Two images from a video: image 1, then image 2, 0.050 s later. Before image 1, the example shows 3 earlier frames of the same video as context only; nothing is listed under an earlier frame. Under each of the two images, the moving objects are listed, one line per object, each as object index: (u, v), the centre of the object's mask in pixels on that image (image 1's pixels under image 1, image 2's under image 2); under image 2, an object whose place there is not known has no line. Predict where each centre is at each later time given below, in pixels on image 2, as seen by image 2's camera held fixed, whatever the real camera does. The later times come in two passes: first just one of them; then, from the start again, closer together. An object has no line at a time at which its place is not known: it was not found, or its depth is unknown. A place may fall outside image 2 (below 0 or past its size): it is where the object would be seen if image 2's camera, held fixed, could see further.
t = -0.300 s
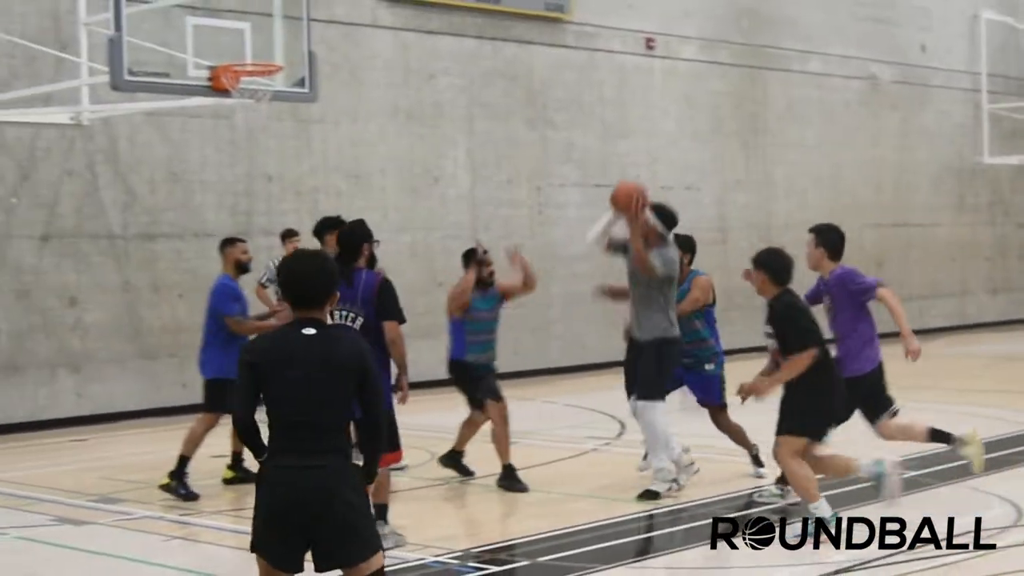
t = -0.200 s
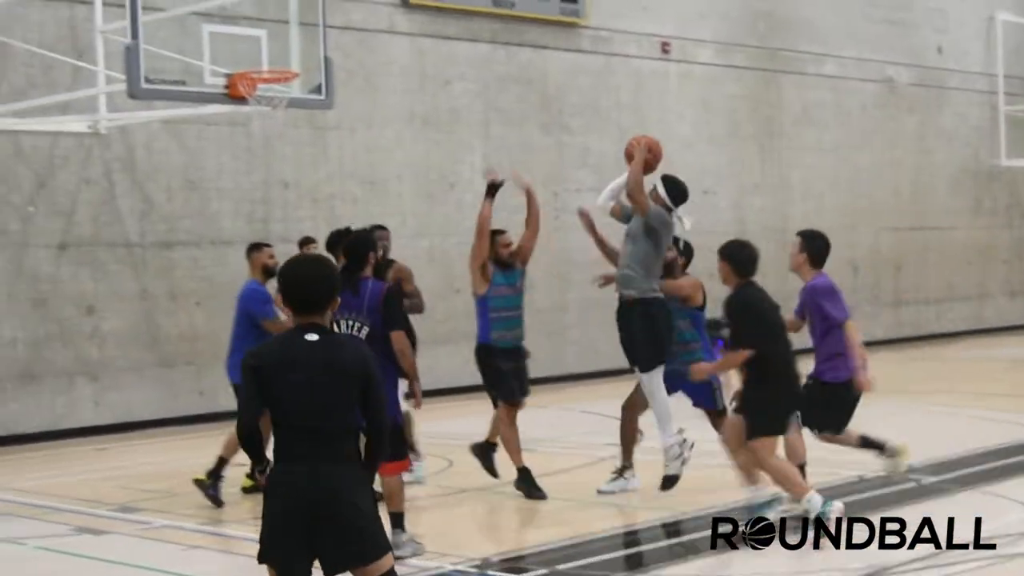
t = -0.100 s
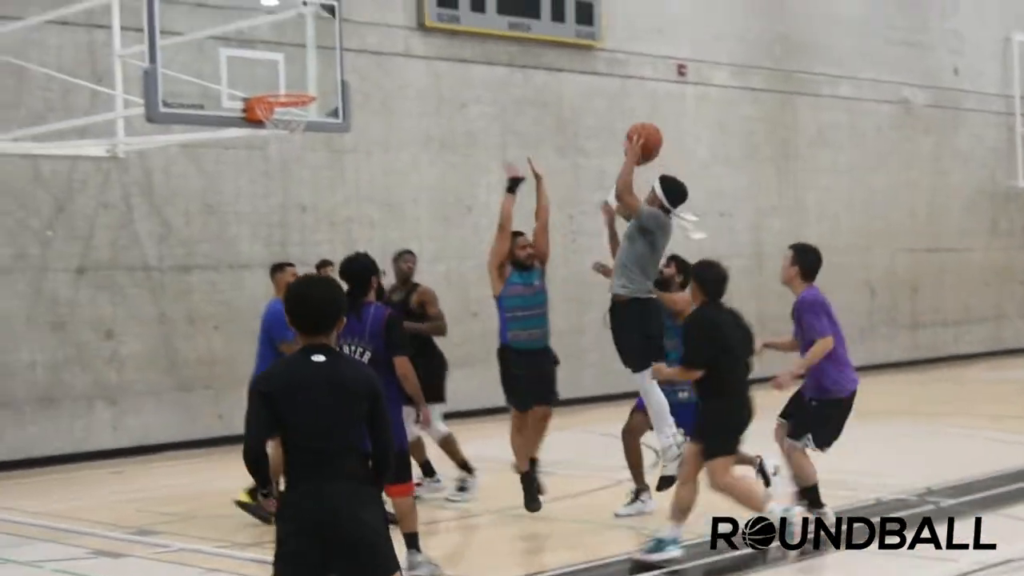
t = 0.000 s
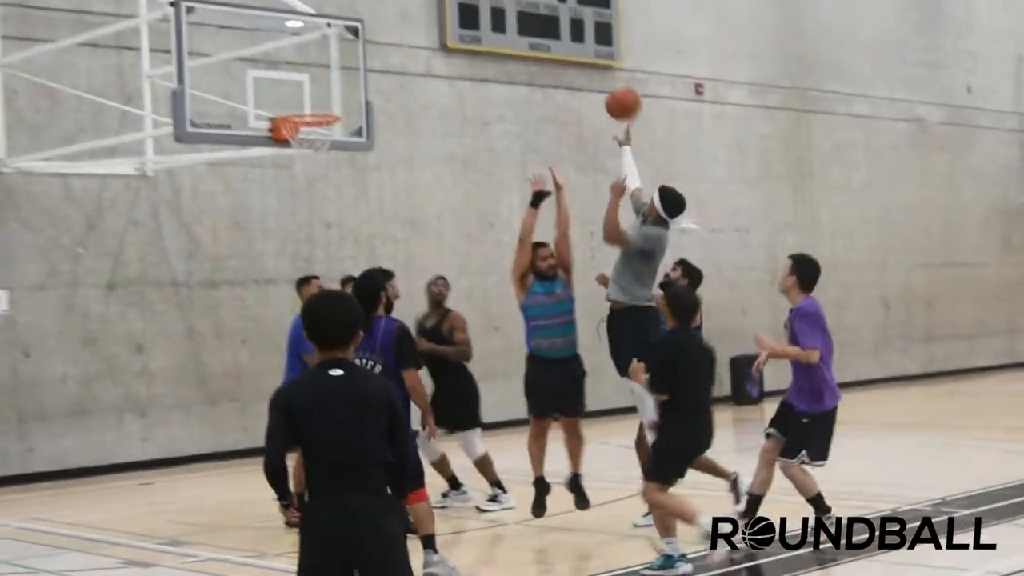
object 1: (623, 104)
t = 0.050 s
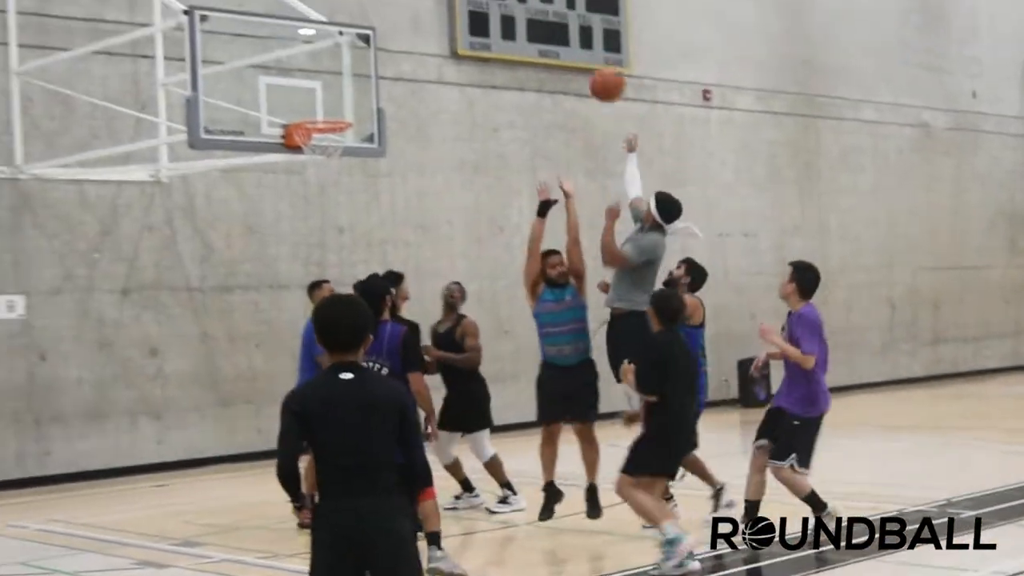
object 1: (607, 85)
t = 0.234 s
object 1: (524, 30)
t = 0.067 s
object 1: (599, 77)
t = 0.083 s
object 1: (591, 70)
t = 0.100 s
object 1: (583, 64)
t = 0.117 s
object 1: (575, 59)
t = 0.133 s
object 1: (568, 53)
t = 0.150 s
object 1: (559, 49)
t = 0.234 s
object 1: (524, 30)
